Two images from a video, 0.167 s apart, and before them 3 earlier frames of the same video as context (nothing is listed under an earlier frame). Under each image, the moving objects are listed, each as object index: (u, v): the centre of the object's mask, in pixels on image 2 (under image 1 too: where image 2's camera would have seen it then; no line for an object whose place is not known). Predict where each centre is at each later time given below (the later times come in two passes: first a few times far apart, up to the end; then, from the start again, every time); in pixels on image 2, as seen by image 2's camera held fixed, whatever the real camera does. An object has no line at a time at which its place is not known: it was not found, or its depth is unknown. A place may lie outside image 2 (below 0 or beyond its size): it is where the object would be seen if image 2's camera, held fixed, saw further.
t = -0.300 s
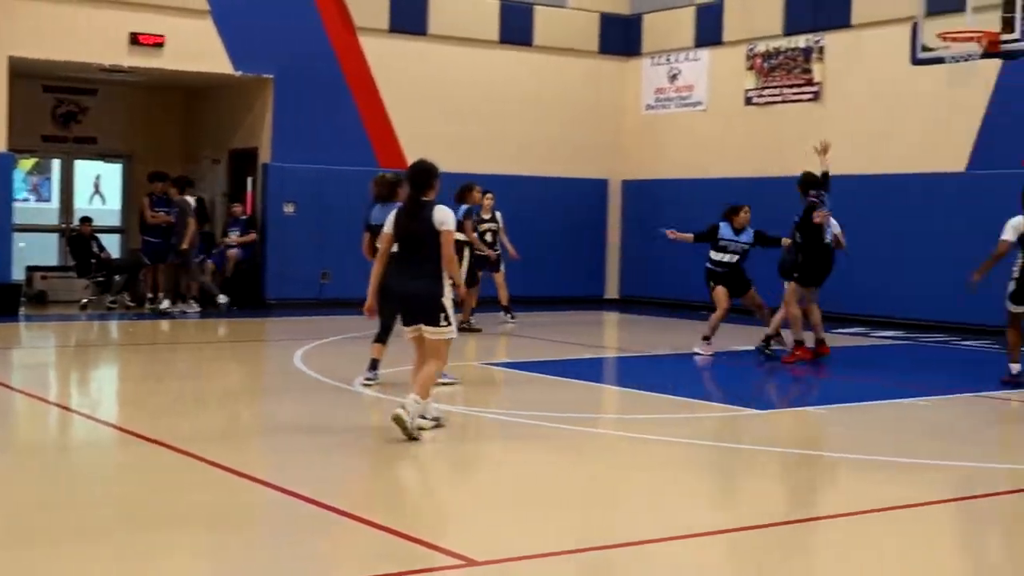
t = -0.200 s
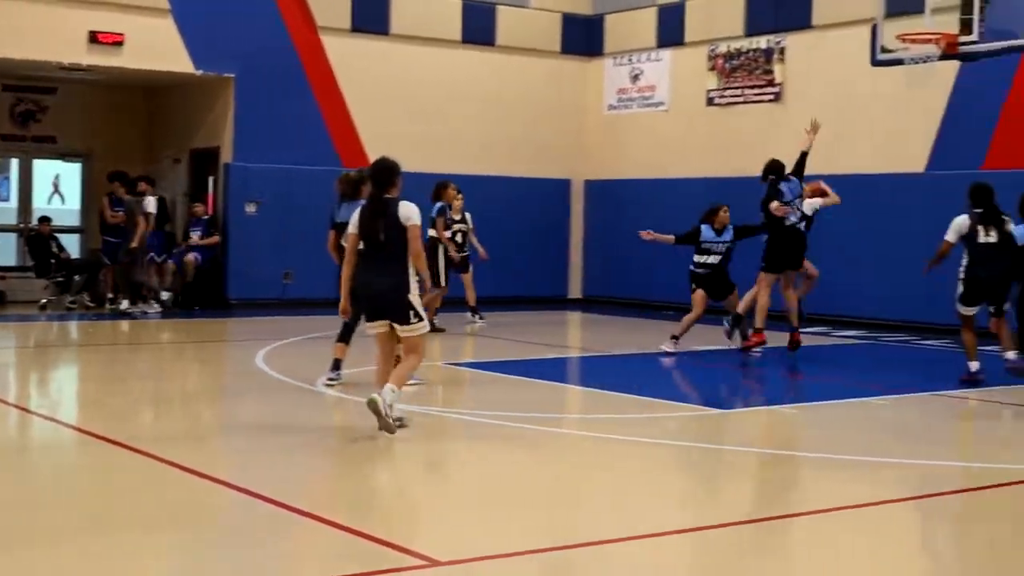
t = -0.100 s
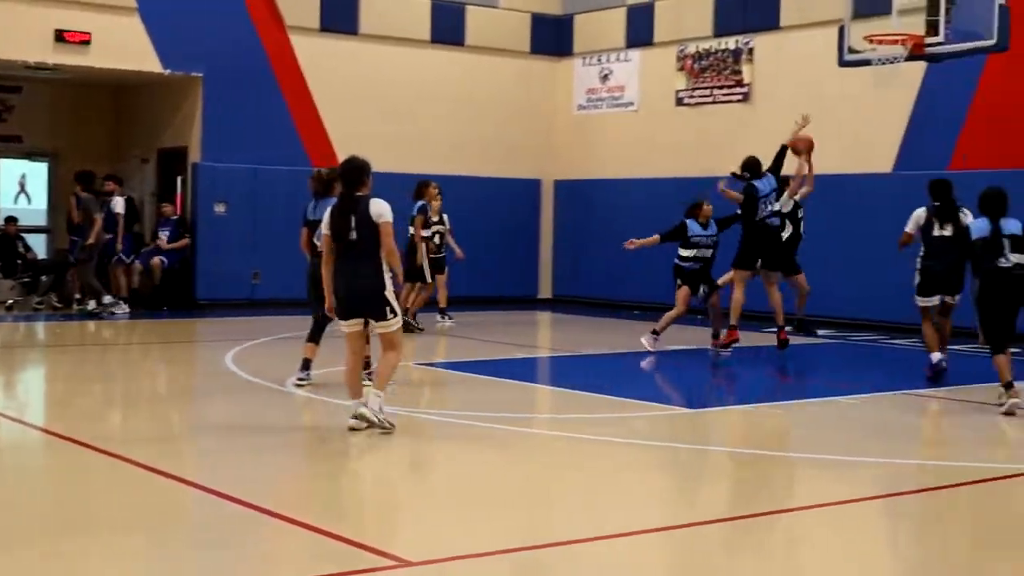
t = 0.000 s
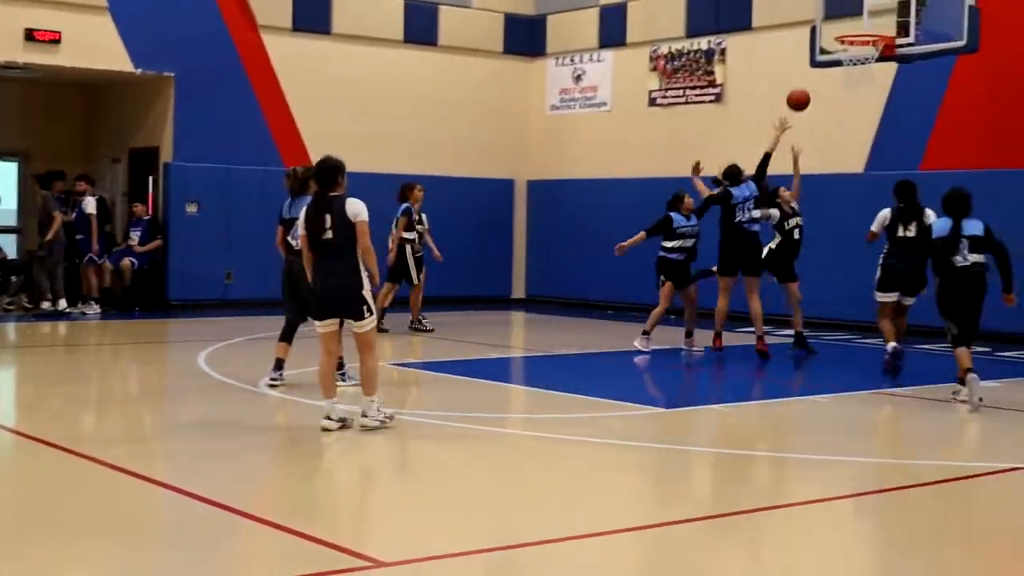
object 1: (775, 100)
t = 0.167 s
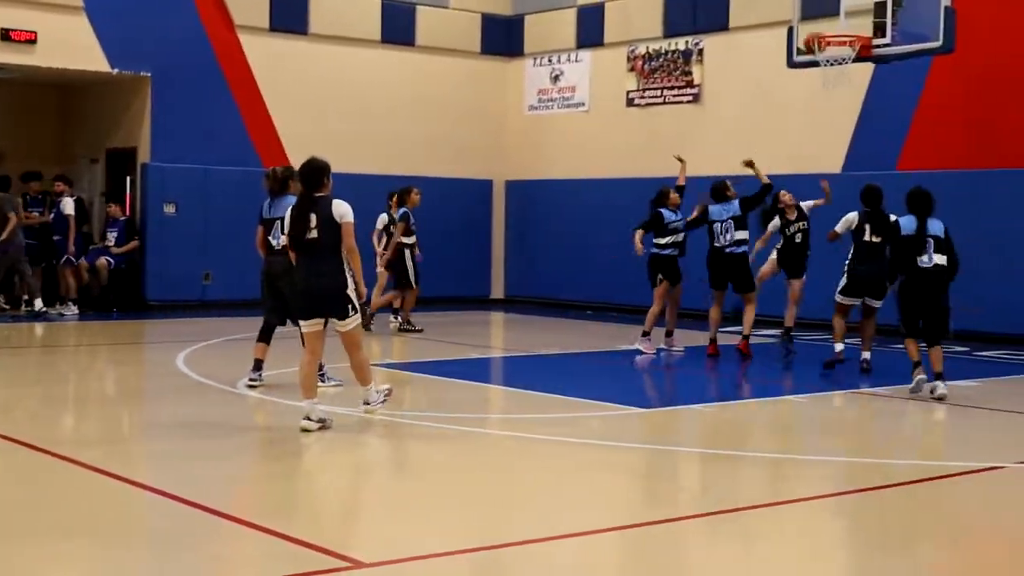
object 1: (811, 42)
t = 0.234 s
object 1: (831, 26)
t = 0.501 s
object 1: (850, 27)
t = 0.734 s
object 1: (813, 61)
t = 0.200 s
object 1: (822, 32)
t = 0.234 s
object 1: (831, 26)
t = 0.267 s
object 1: (839, 22)
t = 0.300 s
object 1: (844, 19)
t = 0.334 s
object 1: (845, 18)
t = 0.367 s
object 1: (846, 18)
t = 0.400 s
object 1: (847, 19)
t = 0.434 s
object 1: (848, 21)
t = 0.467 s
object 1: (849, 24)
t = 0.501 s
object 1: (850, 27)
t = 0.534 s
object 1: (847, 34)
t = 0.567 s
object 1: (839, 38)
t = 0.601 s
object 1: (832, 43)
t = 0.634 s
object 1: (825, 50)
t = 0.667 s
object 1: (819, 54)
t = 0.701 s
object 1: (815, 58)
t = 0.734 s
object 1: (813, 61)
